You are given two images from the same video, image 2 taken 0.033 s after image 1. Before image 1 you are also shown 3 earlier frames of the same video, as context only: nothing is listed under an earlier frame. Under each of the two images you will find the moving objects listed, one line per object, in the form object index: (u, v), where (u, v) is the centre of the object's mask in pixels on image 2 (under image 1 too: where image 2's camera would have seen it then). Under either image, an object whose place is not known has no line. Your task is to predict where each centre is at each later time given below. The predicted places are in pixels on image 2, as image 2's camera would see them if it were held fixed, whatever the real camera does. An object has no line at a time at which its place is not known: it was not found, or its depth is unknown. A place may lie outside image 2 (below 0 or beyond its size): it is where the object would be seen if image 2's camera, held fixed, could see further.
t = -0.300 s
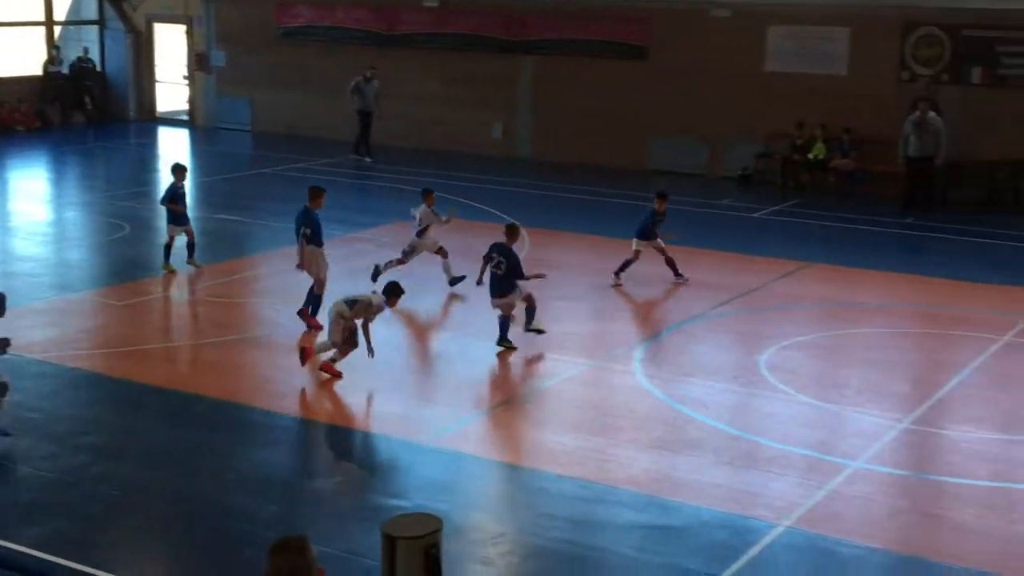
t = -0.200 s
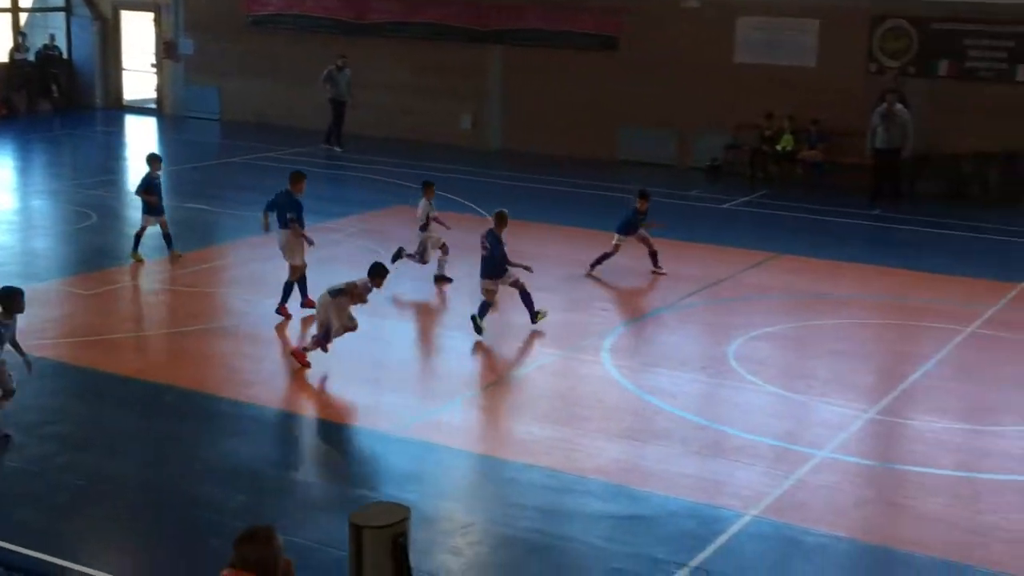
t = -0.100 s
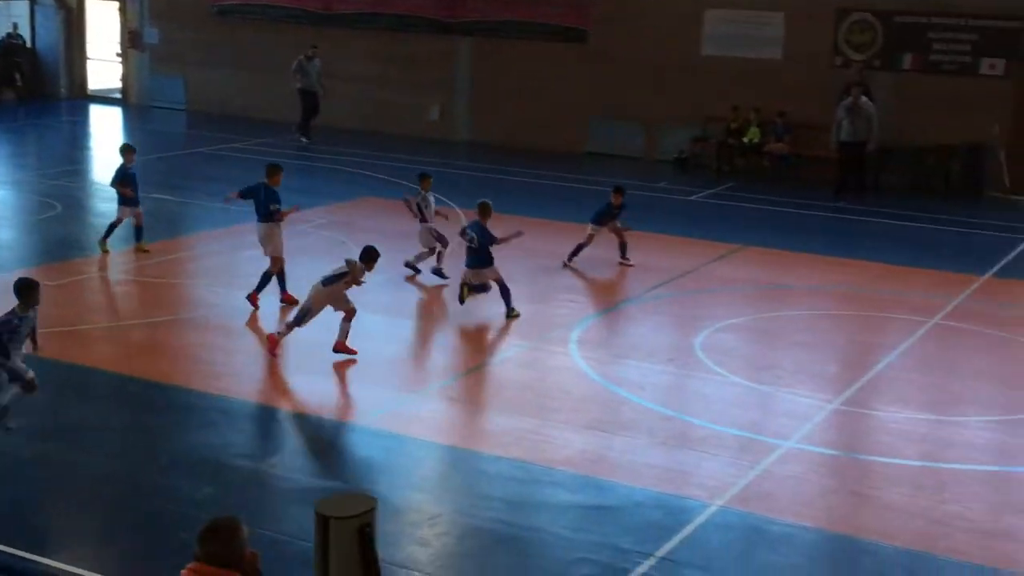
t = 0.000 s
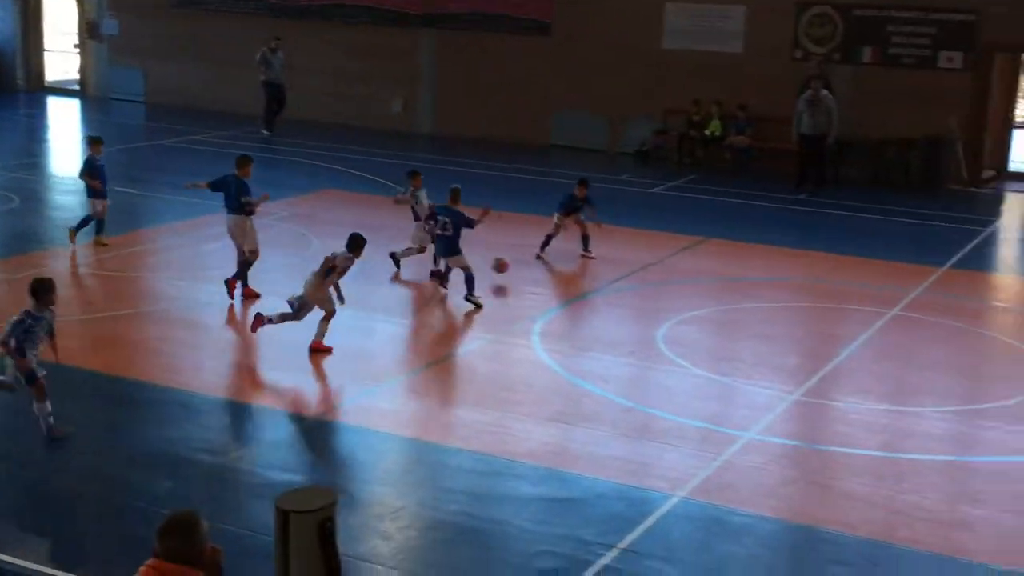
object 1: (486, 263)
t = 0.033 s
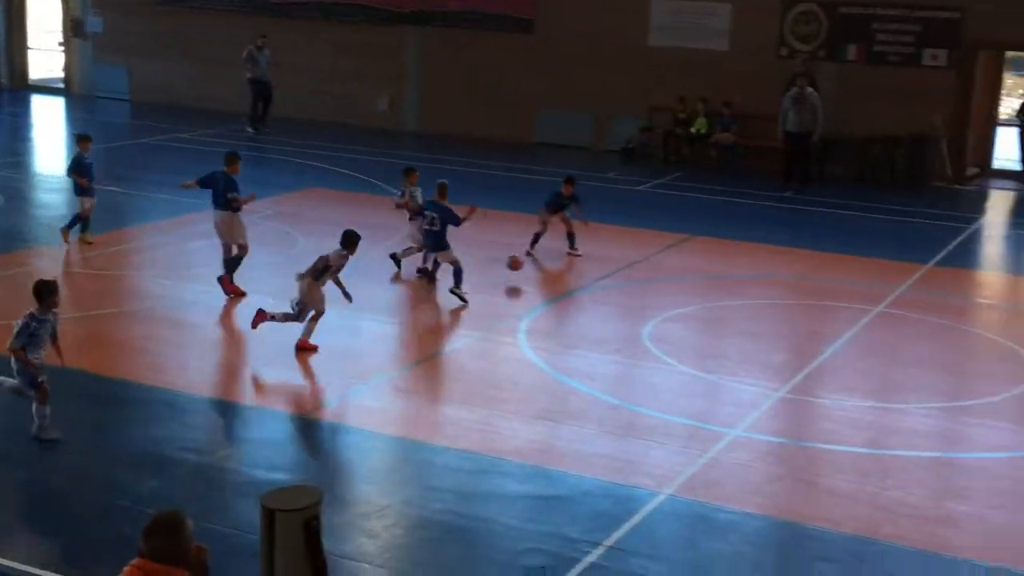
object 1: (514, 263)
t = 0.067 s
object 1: (542, 263)
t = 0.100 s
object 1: (570, 266)
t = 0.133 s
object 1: (597, 267)
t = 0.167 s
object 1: (624, 271)
